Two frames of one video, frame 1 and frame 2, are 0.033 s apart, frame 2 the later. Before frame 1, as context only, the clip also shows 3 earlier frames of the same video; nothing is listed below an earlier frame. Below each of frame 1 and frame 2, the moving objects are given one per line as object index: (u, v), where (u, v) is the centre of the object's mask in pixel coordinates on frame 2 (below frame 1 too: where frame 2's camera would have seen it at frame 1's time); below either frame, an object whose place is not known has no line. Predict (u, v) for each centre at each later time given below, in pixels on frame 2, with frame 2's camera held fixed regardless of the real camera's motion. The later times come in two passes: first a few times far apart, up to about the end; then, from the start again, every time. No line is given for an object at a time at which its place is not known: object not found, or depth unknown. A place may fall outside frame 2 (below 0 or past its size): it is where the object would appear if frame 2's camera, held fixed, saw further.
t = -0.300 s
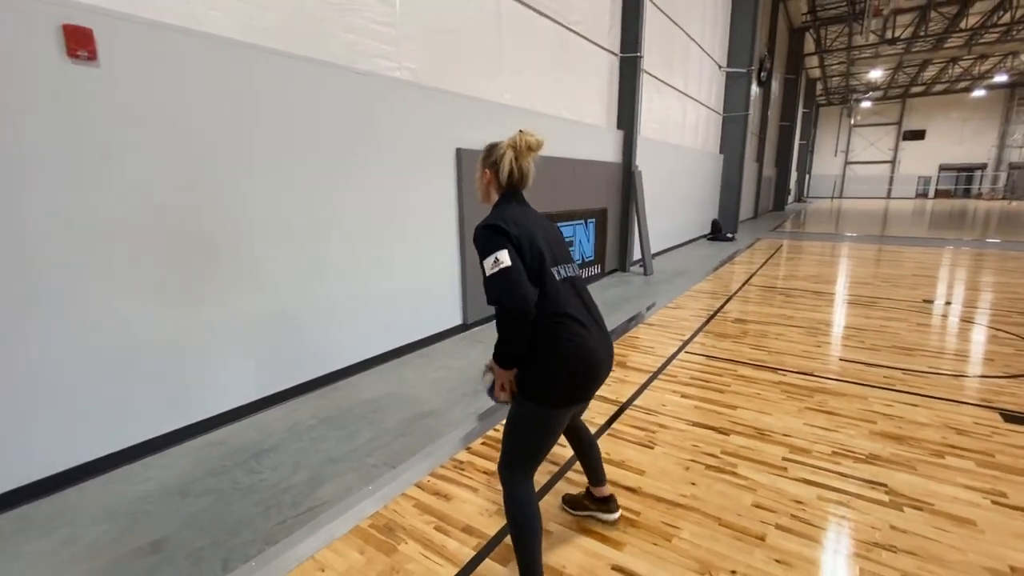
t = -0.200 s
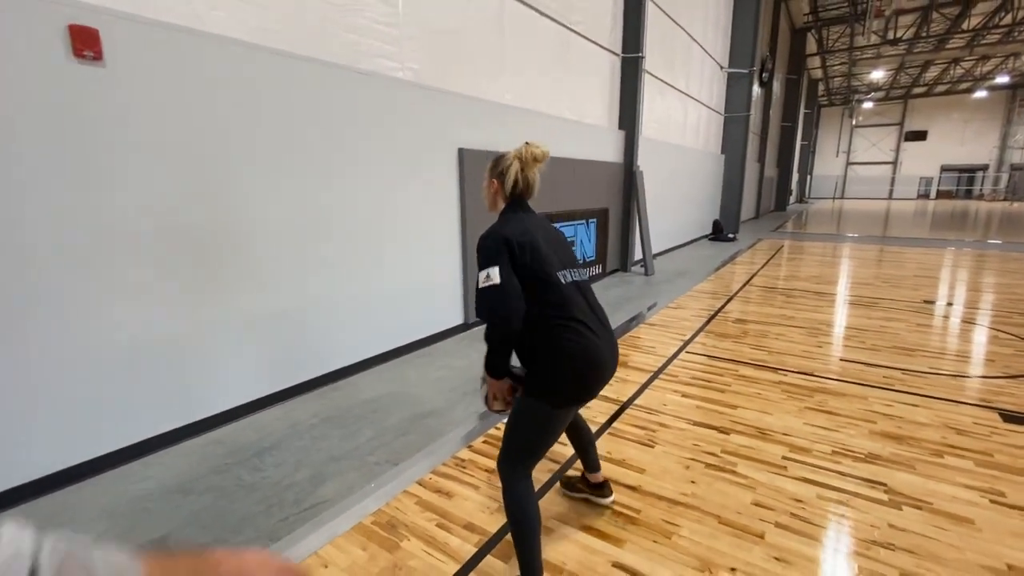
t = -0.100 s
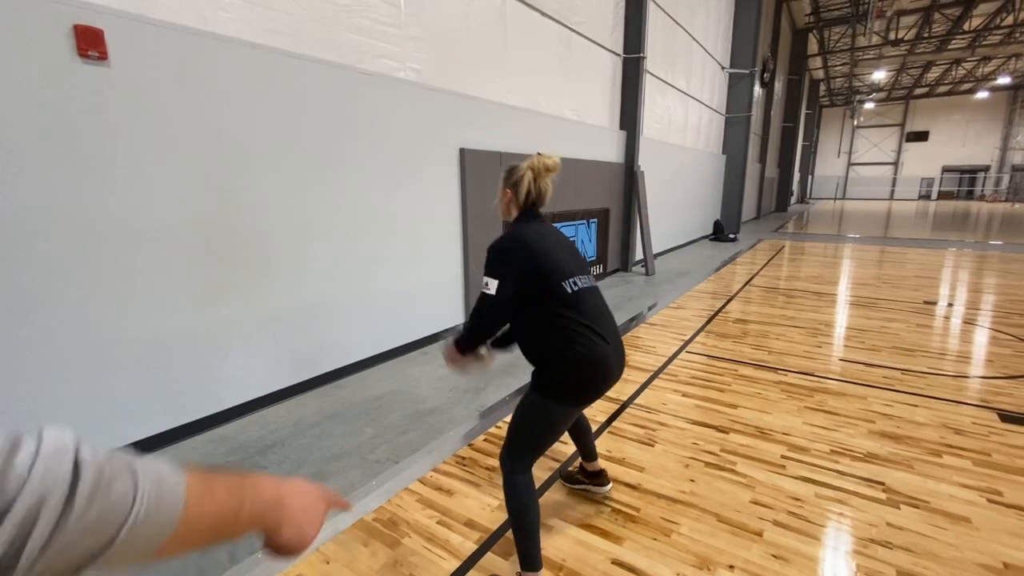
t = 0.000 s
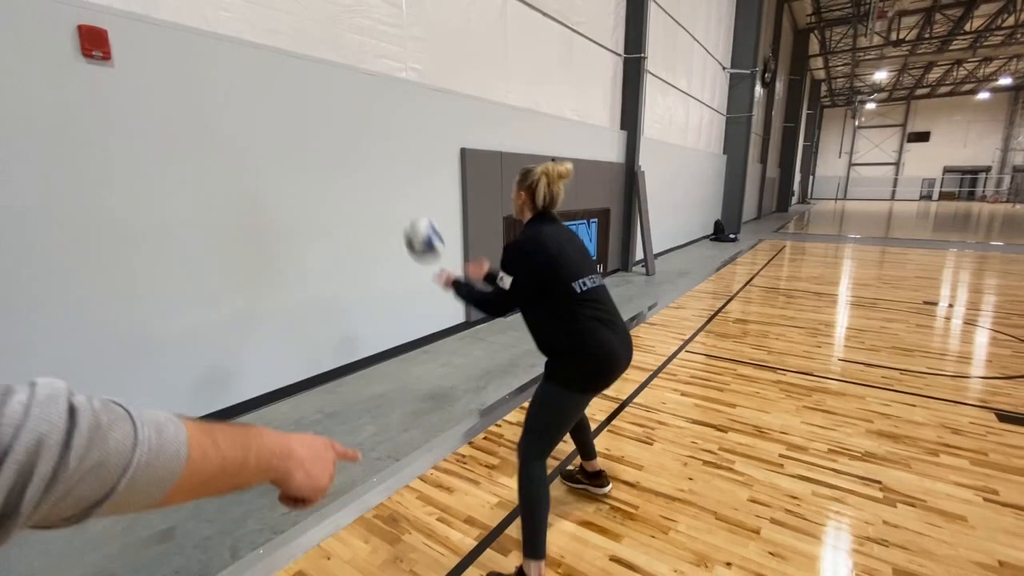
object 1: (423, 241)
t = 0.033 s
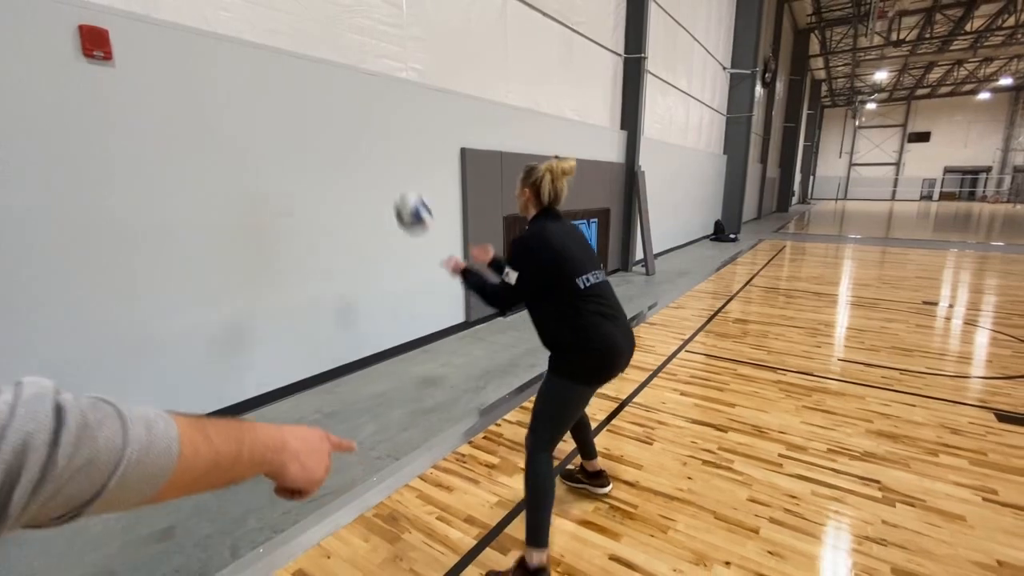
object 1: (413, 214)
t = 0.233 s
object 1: (369, 123)
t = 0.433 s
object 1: (415, 109)
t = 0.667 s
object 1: (511, 159)
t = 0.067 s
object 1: (403, 190)
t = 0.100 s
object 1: (394, 170)
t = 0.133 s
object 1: (387, 154)
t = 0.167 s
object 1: (381, 141)
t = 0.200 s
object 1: (375, 131)
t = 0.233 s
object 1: (369, 123)
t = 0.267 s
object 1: (365, 117)
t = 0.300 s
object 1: (363, 113)
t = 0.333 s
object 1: (376, 109)
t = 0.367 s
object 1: (389, 108)
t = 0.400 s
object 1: (403, 108)
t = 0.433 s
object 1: (415, 109)
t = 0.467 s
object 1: (429, 111)
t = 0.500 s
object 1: (443, 115)
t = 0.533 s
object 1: (455, 121)
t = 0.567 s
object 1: (470, 128)
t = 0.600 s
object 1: (483, 137)
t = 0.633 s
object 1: (498, 147)
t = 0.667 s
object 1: (511, 159)
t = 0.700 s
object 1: (525, 171)
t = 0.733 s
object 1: (538, 185)
